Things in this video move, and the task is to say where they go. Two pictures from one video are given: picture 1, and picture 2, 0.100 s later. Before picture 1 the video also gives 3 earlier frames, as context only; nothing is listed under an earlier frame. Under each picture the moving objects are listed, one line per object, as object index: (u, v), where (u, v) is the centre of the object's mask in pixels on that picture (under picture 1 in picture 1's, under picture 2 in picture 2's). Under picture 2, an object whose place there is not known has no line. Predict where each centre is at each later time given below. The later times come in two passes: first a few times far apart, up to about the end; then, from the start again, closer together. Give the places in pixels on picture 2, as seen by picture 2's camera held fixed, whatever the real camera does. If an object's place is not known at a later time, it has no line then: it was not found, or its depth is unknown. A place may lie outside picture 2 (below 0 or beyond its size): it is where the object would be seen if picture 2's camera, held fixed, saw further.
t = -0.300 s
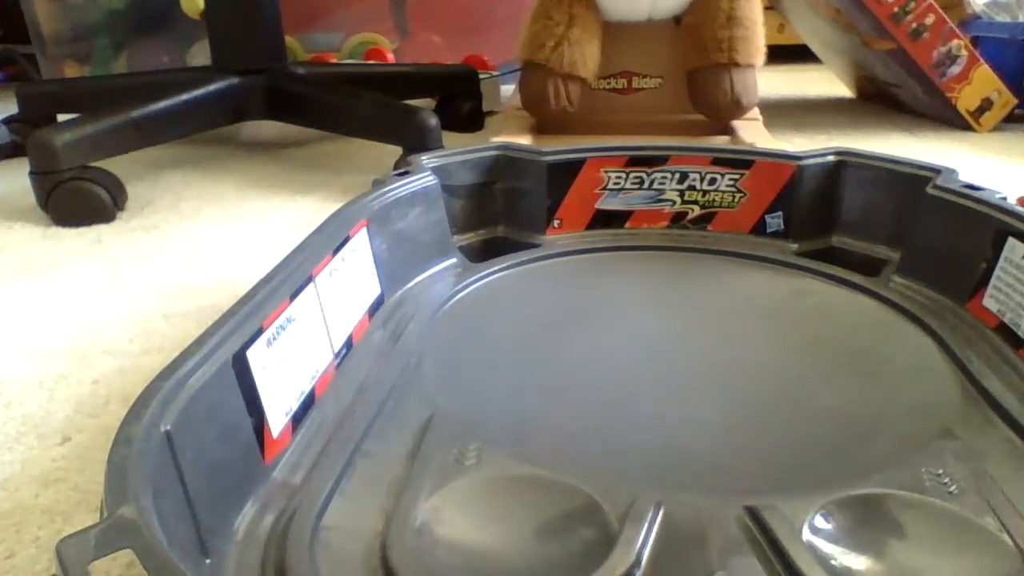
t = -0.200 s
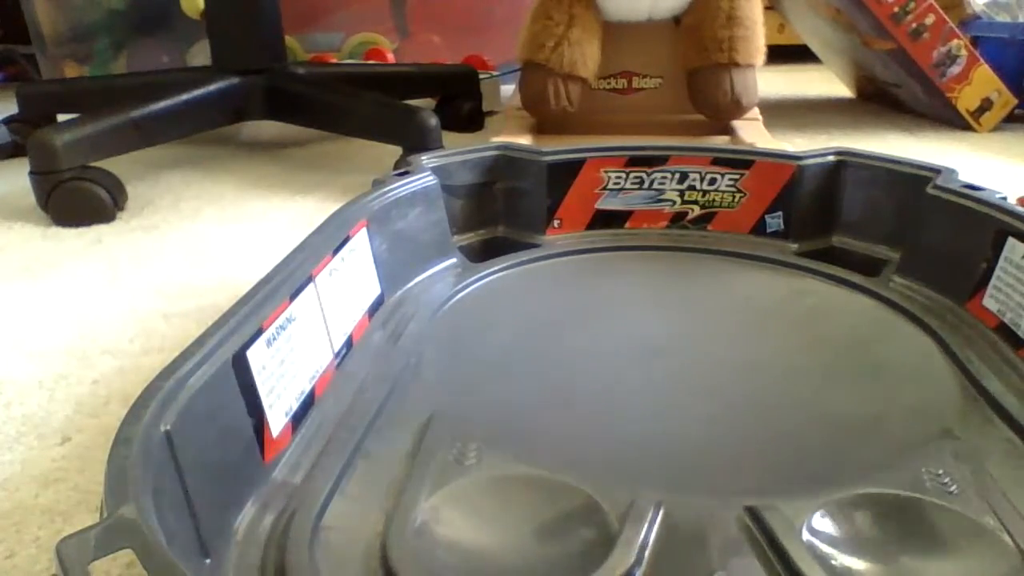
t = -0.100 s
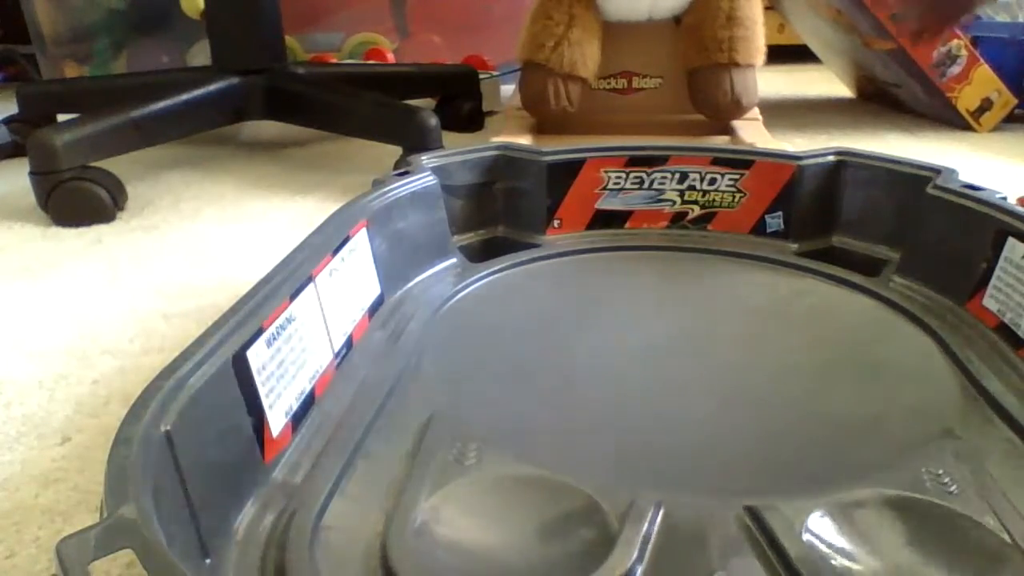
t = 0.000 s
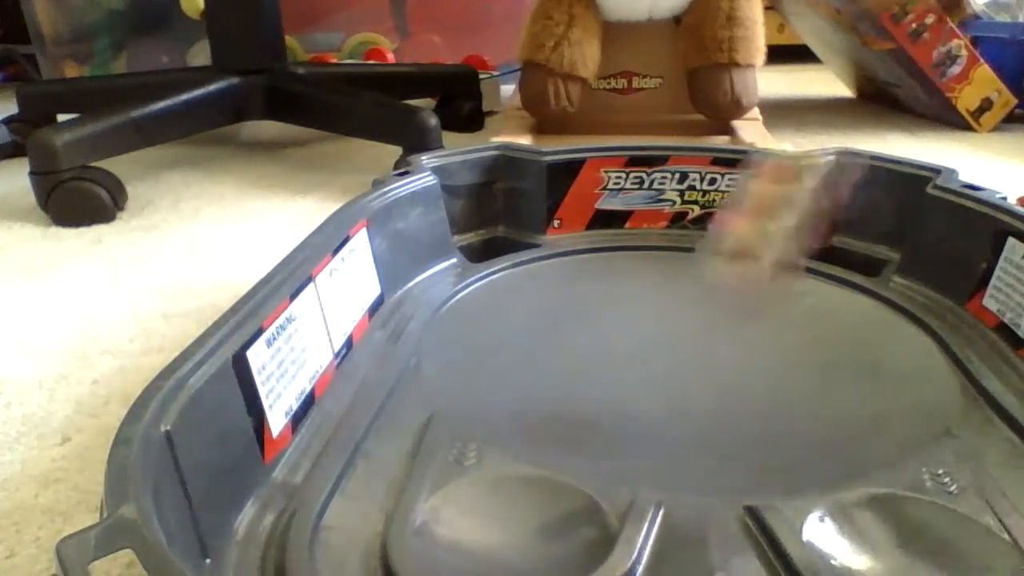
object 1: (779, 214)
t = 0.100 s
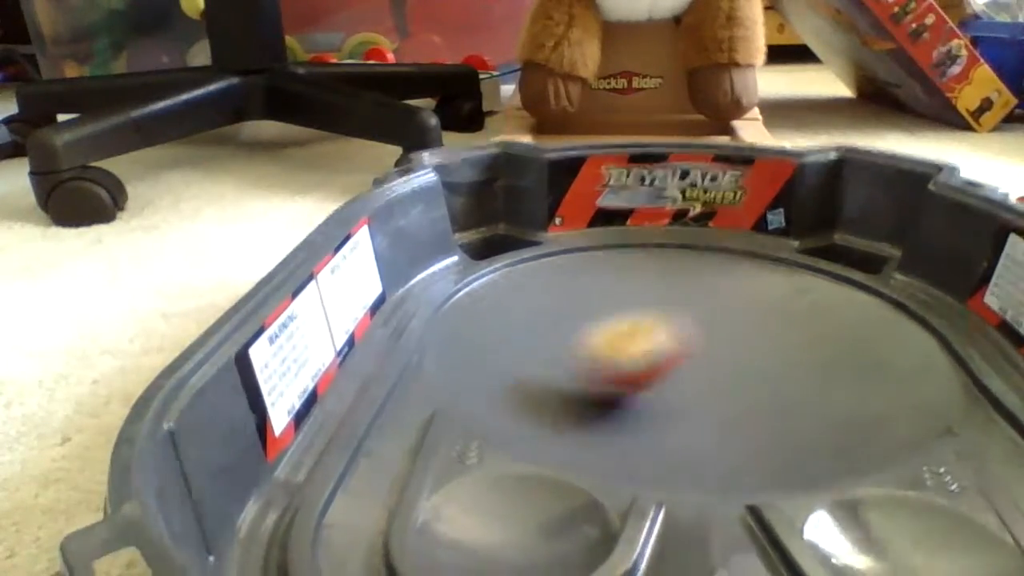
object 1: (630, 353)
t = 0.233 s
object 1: (516, 345)
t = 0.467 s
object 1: (544, 370)
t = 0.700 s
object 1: (839, 393)
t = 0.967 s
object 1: (875, 289)
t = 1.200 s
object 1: (573, 262)
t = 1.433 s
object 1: (423, 365)
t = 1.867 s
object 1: (715, 420)
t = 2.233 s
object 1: (662, 270)
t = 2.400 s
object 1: (557, 286)
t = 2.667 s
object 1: (582, 410)
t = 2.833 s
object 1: (835, 417)
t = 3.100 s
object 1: (828, 257)
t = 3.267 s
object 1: (616, 224)
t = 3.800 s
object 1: (682, 511)
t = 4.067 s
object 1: (737, 312)
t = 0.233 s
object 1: (516, 345)
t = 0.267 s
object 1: (499, 348)
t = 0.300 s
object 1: (491, 346)
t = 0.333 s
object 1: (488, 350)
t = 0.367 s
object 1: (492, 354)
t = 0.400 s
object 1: (502, 358)
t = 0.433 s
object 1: (520, 363)
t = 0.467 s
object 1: (544, 370)
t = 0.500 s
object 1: (574, 376)
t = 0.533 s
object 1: (609, 382)
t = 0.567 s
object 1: (649, 389)
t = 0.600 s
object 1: (695, 396)
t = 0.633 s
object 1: (745, 400)
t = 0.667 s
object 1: (795, 399)
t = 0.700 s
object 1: (839, 393)
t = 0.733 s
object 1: (876, 382)
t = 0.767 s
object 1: (904, 371)
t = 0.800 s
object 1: (926, 356)
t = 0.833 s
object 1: (935, 342)
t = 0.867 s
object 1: (934, 326)
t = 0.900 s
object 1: (922, 311)
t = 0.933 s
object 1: (902, 298)
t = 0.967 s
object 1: (875, 289)
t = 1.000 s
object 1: (839, 275)
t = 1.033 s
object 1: (799, 269)
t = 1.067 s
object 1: (757, 264)
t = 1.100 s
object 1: (710, 263)
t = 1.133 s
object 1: (663, 263)
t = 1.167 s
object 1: (621, 258)
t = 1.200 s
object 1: (573, 262)
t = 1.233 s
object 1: (531, 265)
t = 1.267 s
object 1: (490, 272)
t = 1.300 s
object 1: (453, 273)
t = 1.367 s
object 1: (406, 300)
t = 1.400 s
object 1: (415, 325)
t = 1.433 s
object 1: (423, 365)
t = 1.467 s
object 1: (411, 387)
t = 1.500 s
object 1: (389, 424)
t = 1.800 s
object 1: (707, 457)
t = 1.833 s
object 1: (713, 431)
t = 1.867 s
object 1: (715, 420)
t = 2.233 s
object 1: (662, 270)
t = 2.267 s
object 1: (643, 268)
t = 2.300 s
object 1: (622, 269)
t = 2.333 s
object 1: (599, 271)
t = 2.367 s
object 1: (577, 279)
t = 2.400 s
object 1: (557, 286)
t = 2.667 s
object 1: (582, 410)
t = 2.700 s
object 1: (630, 422)
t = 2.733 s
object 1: (681, 430)
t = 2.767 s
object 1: (735, 432)
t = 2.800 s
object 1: (787, 428)
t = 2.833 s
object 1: (835, 417)
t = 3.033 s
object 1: (878, 296)
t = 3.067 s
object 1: (854, 274)
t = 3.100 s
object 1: (828, 257)
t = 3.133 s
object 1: (789, 242)
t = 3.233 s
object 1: (661, 223)
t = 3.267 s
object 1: (616, 224)
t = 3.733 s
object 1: (542, 552)
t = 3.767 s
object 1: (649, 535)
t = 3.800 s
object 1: (682, 511)
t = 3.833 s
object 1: (700, 466)
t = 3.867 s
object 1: (708, 434)
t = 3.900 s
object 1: (713, 417)
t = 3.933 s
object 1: (719, 399)
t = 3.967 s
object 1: (726, 375)
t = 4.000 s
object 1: (731, 353)
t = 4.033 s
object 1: (735, 331)
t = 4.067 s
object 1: (737, 312)
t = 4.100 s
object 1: (735, 295)
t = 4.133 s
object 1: (729, 279)
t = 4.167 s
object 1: (720, 267)
